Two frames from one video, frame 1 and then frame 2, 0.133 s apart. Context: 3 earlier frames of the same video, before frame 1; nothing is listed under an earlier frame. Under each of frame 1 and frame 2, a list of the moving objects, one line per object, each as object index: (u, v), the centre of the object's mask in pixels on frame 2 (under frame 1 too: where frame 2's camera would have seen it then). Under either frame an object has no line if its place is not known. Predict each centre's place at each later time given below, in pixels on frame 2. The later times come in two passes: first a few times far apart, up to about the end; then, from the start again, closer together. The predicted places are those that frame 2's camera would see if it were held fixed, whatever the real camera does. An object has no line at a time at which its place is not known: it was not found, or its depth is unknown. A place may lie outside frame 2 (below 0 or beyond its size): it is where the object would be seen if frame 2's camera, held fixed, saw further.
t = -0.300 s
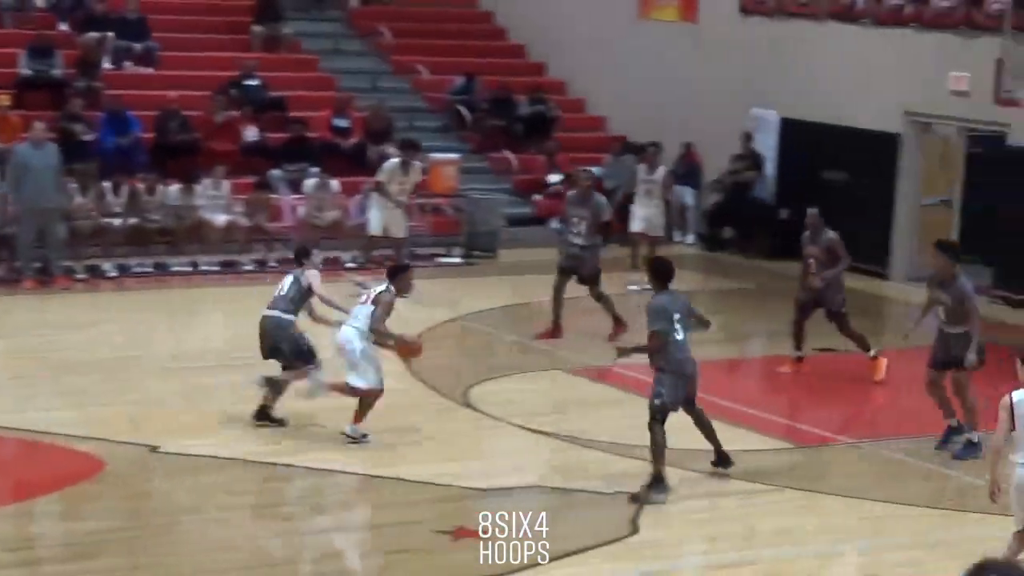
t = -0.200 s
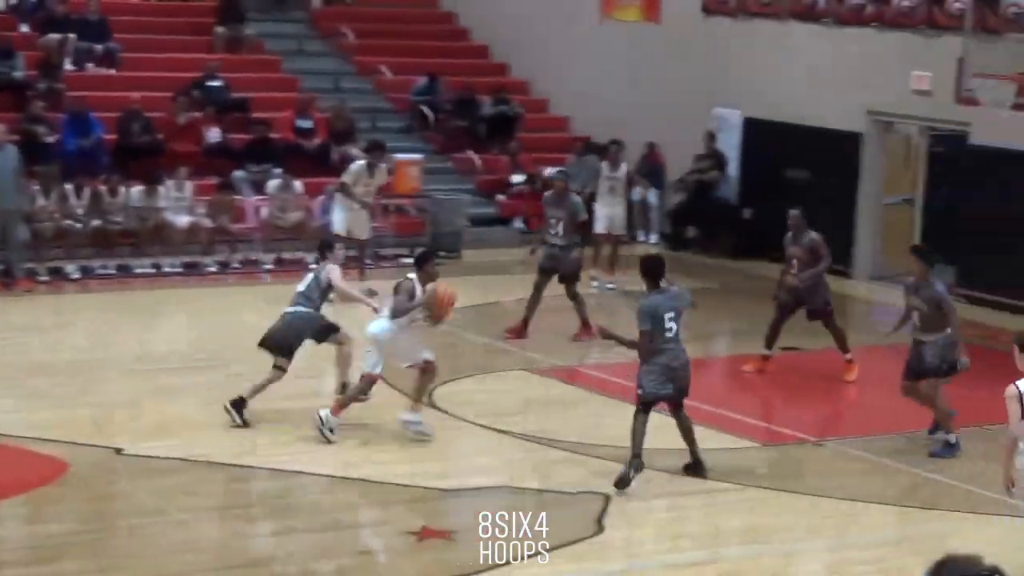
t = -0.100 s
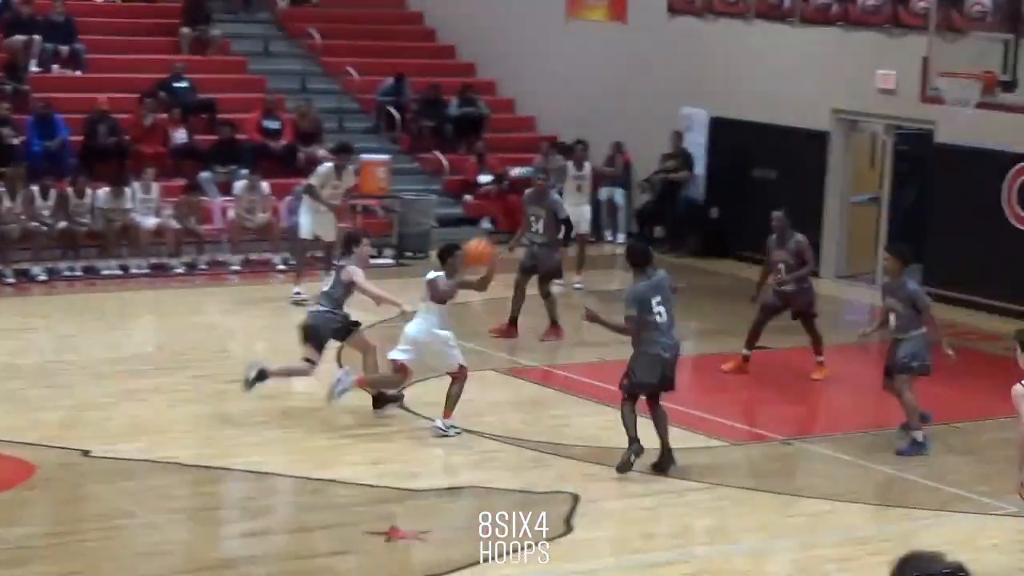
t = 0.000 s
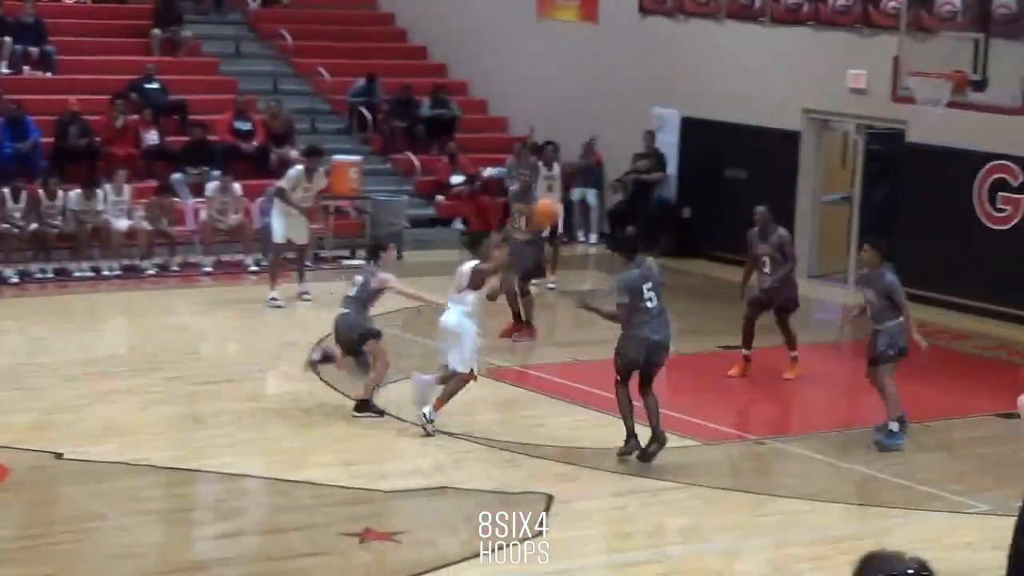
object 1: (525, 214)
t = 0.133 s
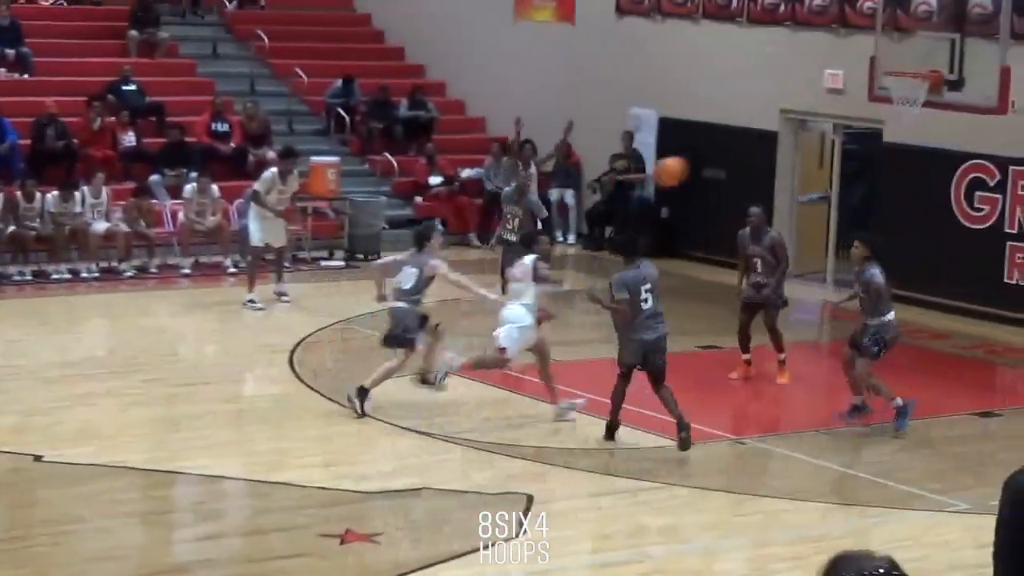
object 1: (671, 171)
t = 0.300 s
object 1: (851, 149)
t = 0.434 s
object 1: (990, 155)
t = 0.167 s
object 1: (707, 164)
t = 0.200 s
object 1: (741, 158)
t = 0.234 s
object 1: (777, 153)
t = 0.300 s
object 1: (851, 149)
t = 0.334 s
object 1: (884, 150)
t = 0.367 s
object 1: (918, 151)
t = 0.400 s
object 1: (953, 152)
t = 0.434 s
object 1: (990, 155)
